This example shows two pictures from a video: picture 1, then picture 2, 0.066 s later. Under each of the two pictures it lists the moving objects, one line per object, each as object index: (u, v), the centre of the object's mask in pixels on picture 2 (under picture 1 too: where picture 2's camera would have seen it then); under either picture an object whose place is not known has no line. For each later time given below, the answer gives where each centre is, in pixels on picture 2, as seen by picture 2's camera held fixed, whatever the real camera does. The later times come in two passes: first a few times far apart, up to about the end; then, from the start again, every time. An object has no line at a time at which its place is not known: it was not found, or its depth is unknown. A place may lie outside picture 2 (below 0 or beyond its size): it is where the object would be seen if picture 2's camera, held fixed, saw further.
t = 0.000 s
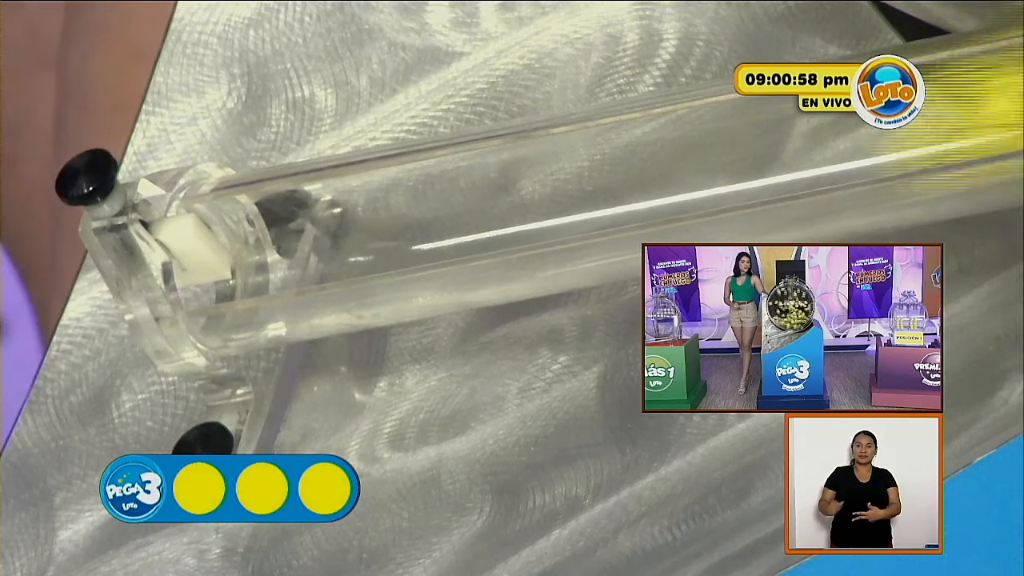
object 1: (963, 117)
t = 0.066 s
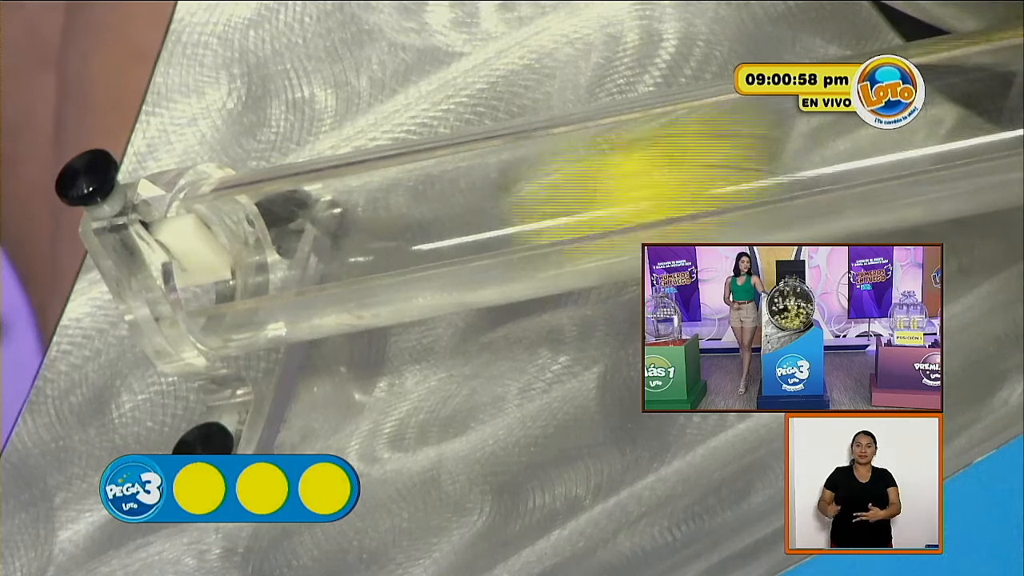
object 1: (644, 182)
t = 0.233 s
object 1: (408, 224)
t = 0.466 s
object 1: (321, 242)
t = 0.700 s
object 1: (293, 246)
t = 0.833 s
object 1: (292, 246)
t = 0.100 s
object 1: (461, 216)
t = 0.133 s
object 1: (322, 239)
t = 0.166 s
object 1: (339, 235)
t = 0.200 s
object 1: (379, 228)
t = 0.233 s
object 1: (408, 224)
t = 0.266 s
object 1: (423, 221)
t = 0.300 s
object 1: (424, 221)
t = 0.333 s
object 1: (418, 222)
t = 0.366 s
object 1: (398, 227)
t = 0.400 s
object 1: (378, 232)
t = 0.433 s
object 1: (351, 236)
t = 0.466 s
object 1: (321, 242)
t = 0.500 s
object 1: (295, 246)
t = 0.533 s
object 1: (292, 246)
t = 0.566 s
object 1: (293, 247)
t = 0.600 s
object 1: (292, 247)
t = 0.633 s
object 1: (291, 246)
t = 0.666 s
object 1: (292, 246)
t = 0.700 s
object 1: (293, 246)
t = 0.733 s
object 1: (293, 247)
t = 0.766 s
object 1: (292, 246)
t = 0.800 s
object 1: (292, 246)
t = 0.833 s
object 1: (292, 246)
